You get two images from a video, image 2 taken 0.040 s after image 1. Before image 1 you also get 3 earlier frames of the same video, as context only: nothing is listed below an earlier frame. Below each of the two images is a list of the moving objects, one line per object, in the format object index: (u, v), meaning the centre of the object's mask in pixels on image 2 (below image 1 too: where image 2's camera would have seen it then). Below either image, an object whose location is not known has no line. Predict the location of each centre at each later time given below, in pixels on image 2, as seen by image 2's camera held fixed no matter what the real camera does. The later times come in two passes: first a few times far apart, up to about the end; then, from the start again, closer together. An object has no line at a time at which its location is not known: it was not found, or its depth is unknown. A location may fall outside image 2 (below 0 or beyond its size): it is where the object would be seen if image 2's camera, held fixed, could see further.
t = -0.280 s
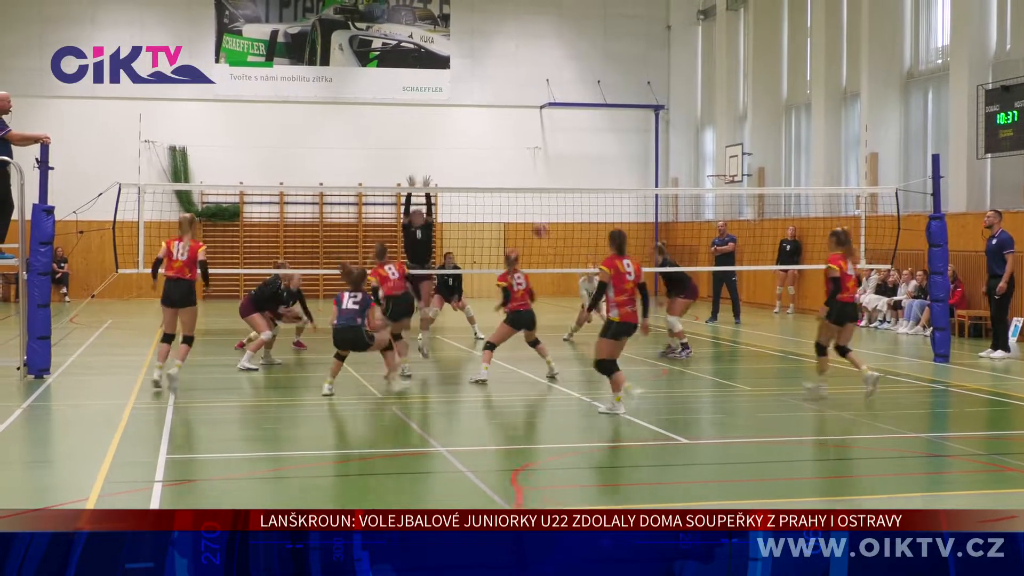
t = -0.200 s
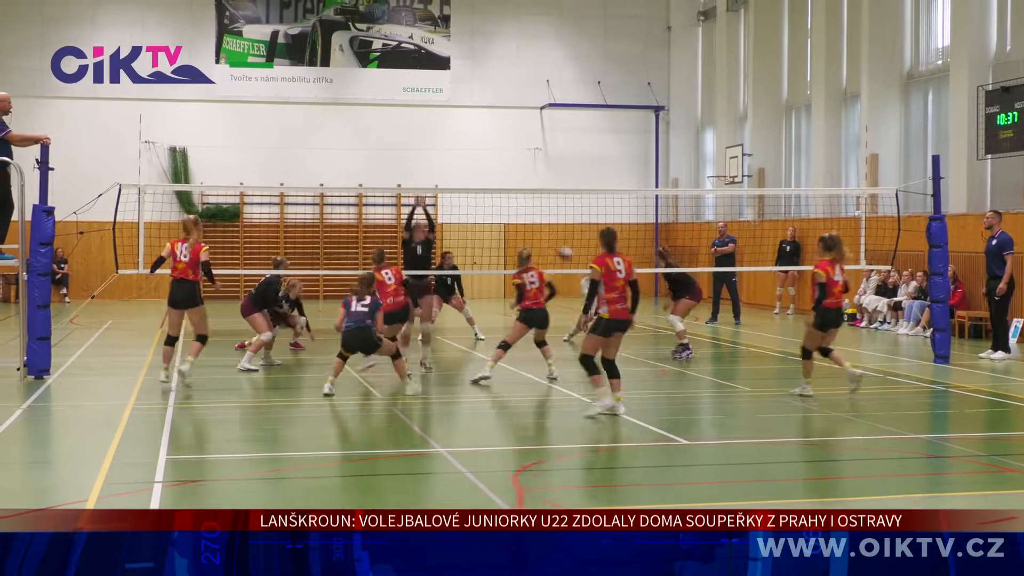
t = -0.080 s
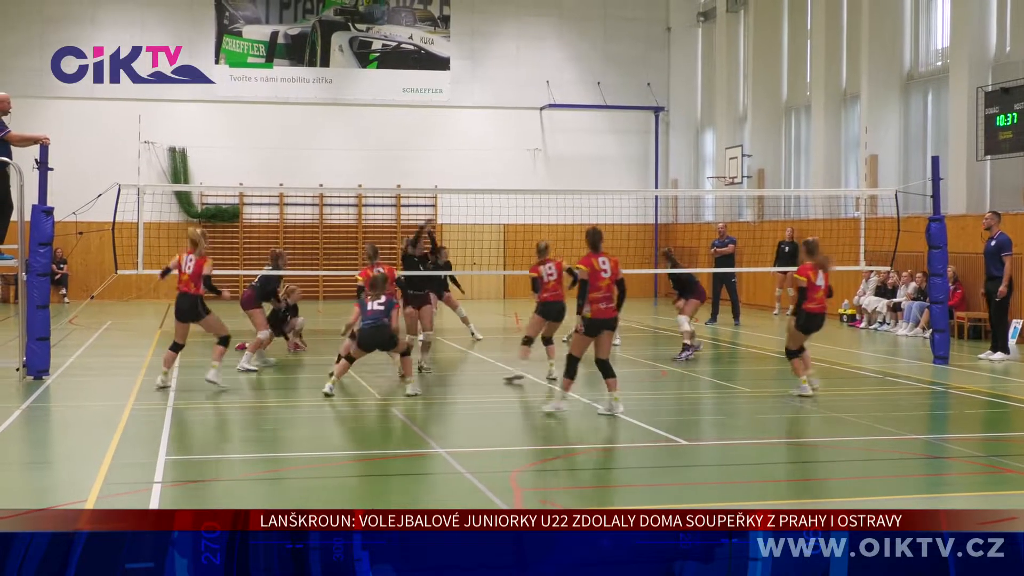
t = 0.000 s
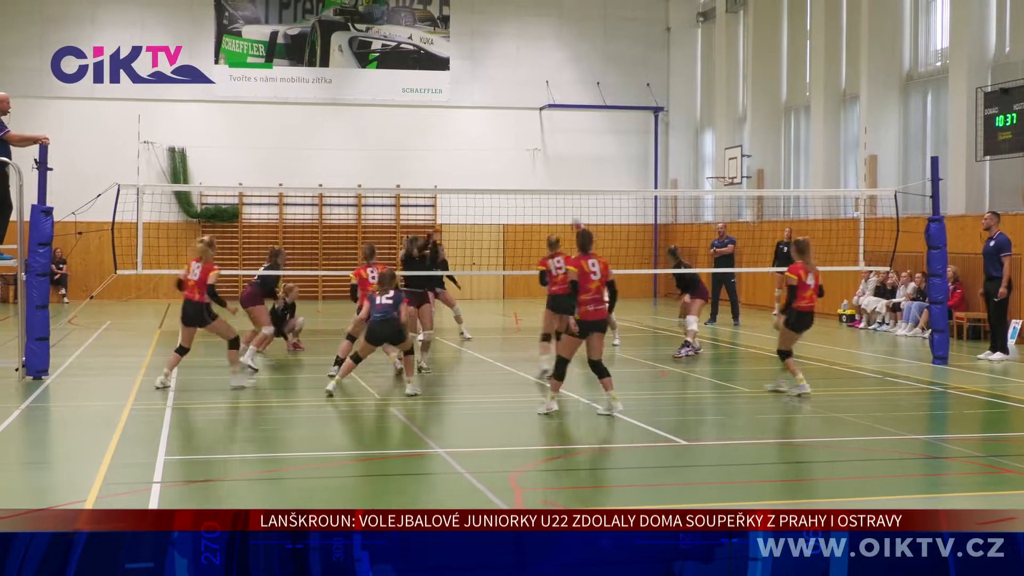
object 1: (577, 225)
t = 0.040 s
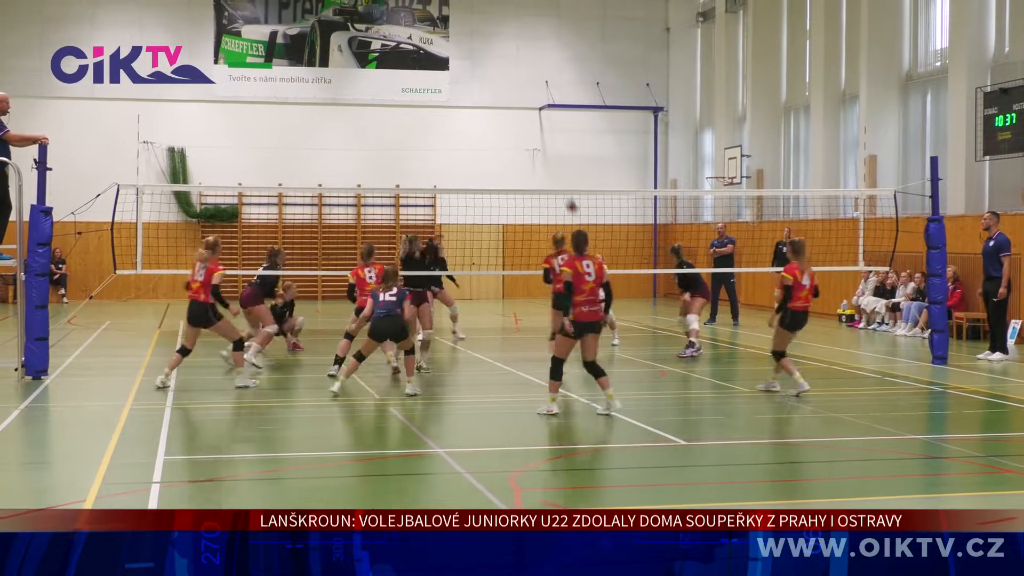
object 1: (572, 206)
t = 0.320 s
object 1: (544, 99)
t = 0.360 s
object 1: (539, 88)
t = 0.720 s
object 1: (504, 35)
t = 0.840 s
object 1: (491, 37)
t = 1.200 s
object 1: (455, 97)
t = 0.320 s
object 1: (544, 99)
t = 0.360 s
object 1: (539, 88)
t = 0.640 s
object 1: (512, 40)
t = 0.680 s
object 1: (508, 37)
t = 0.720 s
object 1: (504, 35)
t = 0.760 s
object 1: (500, 35)
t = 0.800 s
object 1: (496, 35)
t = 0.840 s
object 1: (491, 37)
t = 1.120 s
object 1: (463, 76)
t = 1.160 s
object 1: (459, 86)
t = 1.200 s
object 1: (455, 97)
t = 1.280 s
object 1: (447, 122)
